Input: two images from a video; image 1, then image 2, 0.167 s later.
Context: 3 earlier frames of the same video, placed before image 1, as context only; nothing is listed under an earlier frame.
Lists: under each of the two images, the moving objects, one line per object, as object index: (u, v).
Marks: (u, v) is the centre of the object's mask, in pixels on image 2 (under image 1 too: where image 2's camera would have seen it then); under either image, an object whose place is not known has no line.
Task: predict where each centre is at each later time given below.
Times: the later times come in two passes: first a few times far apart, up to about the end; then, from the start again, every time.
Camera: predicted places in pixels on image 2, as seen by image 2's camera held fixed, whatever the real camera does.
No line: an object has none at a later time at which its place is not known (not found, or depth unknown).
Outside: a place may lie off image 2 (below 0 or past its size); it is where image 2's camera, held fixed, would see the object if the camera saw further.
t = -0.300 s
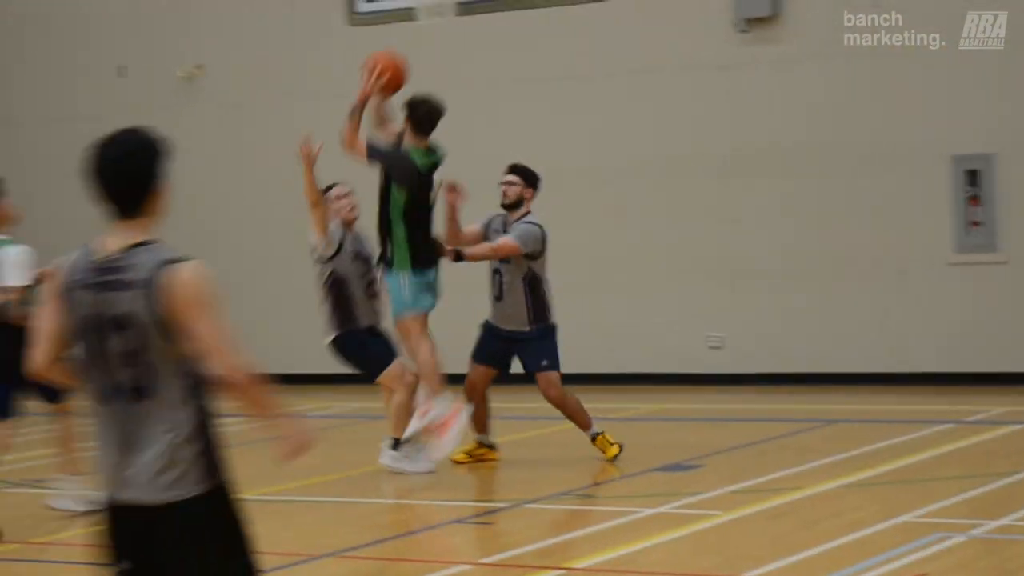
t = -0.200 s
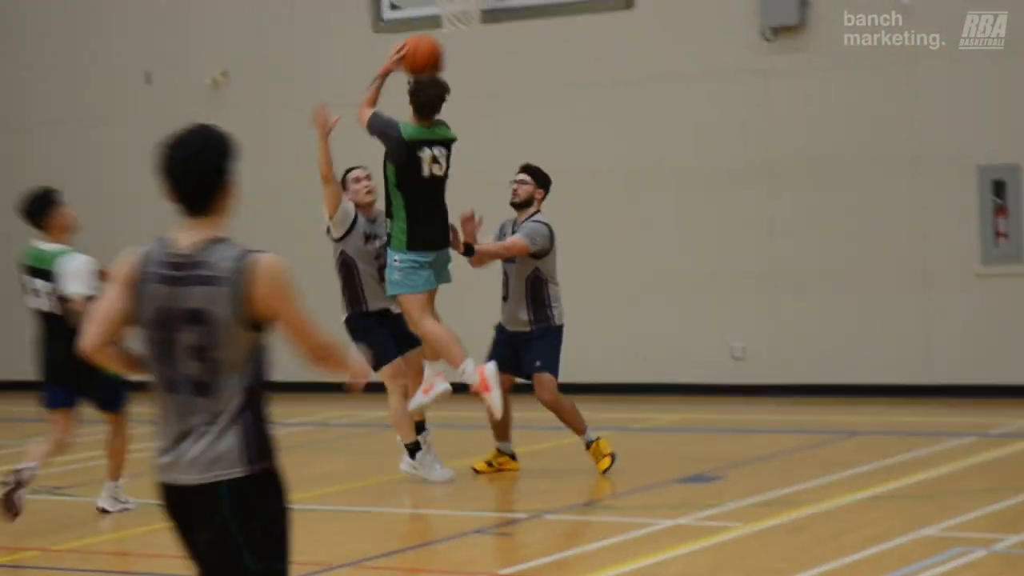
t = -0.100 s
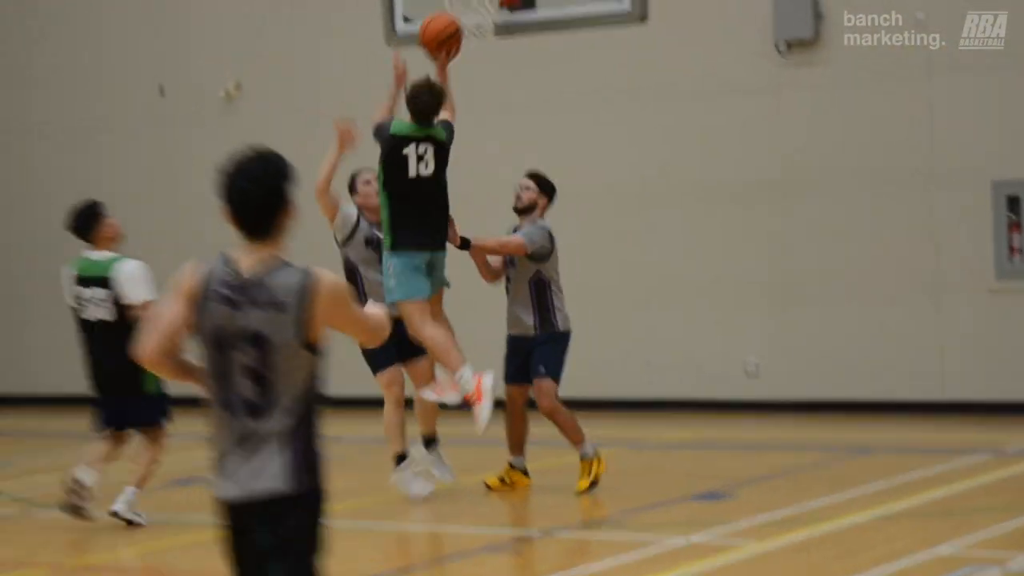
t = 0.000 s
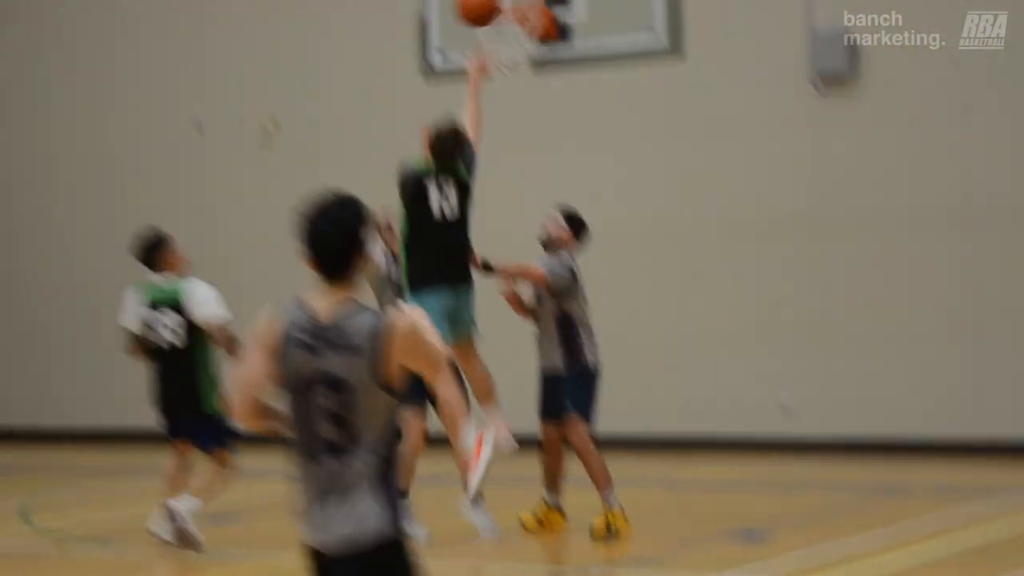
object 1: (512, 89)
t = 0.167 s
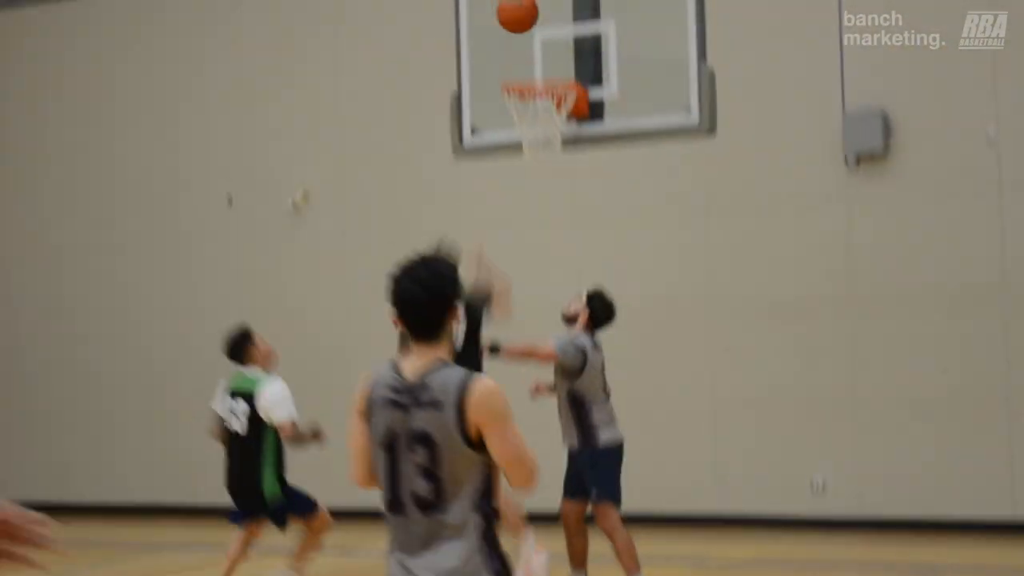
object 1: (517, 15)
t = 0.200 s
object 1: (518, 5)
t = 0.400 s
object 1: (529, -3)
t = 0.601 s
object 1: (539, 55)
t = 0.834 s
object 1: (531, 37)
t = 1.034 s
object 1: (521, 58)
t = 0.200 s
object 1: (518, 5)
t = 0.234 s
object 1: (520, -3)
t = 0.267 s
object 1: (521, -6)
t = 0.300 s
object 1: (524, -8)
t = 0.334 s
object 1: (526, -9)
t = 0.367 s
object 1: (527, -7)
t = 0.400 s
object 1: (529, -3)
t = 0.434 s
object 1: (531, 2)
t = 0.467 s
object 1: (532, 9)
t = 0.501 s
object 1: (534, 18)
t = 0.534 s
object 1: (536, 29)
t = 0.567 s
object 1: (538, 42)
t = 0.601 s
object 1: (539, 55)
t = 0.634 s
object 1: (542, 68)
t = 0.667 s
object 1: (541, 66)
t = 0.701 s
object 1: (539, 59)
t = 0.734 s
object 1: (537, 51)
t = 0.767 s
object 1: (535, 45)
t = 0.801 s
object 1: (533, 40)
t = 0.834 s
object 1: (531, 37)
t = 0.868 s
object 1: (530, 36)
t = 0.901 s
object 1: (528, 37)
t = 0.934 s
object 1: (526, 39)
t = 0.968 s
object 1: (524, 44)
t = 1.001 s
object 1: (523, 50)
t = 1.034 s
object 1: (521, 58)
